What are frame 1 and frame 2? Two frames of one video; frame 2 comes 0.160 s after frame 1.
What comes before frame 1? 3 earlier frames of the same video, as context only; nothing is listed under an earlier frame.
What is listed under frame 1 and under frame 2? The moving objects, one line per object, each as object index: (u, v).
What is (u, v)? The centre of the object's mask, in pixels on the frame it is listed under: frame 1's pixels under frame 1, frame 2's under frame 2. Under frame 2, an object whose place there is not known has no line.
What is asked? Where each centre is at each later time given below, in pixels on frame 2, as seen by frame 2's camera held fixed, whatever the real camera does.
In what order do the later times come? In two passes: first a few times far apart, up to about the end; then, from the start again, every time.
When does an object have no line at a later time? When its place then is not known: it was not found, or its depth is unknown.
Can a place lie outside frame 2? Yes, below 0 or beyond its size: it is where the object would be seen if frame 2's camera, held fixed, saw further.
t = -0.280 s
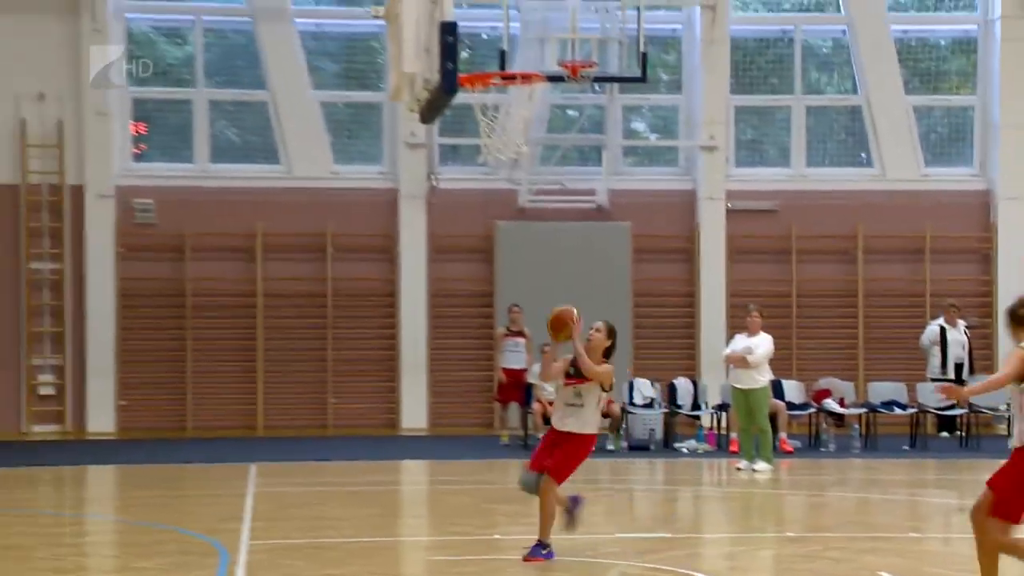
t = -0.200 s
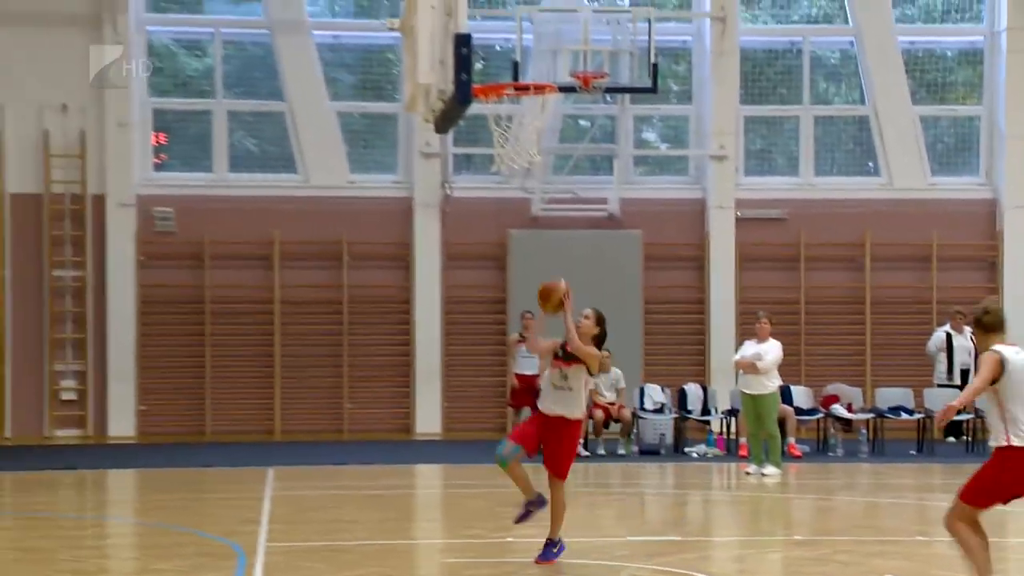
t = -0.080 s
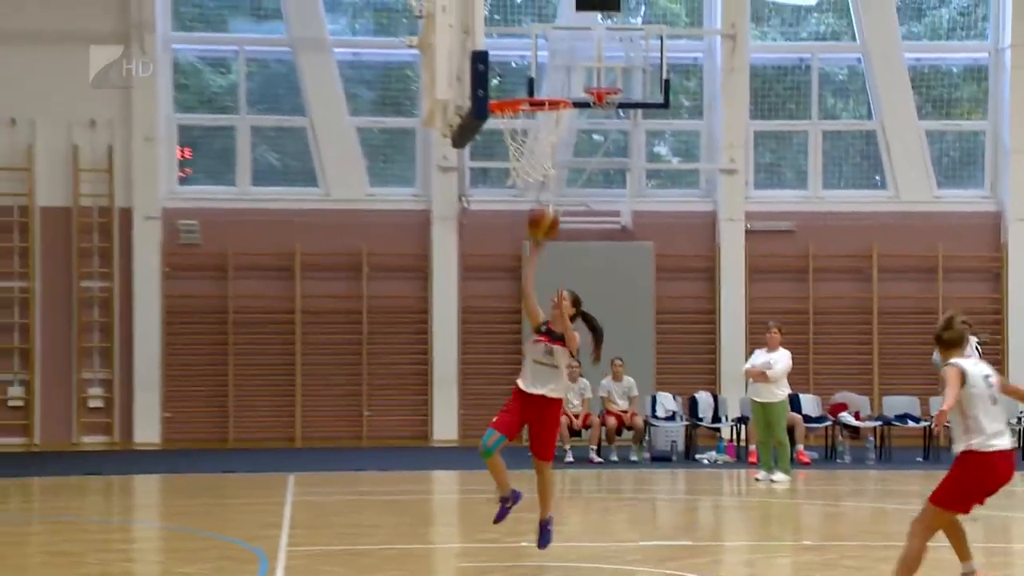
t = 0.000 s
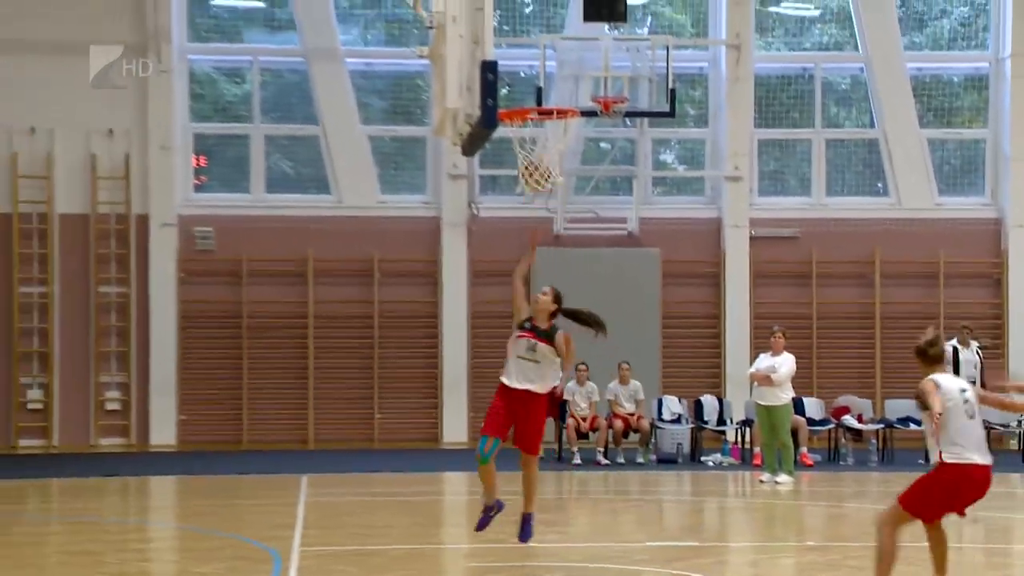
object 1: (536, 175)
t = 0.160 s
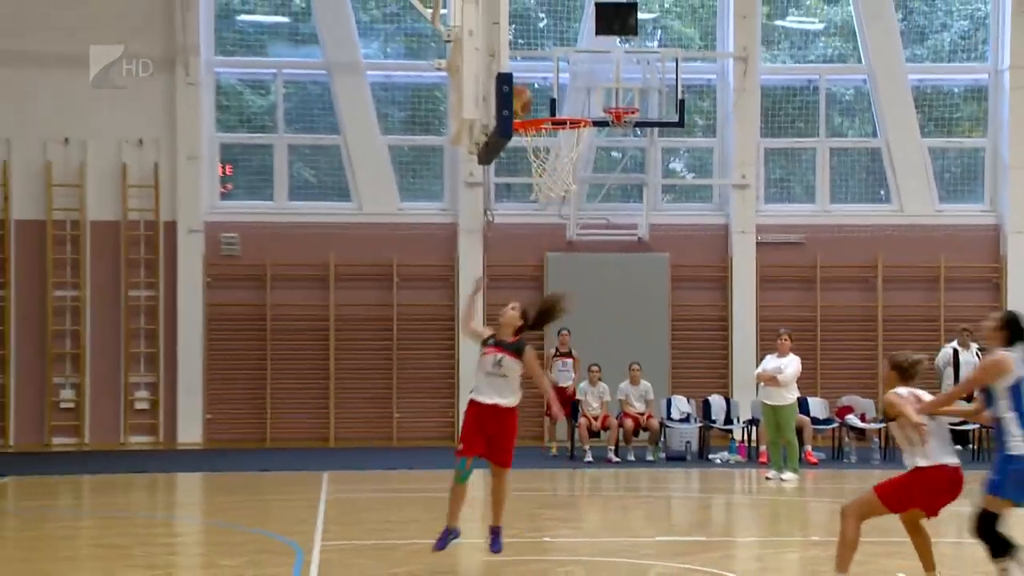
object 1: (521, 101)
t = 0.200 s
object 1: (519, 87)
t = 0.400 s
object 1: (539, 72)
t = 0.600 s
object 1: (566, 107)
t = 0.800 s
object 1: (545, 153)
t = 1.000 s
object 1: (550, 240)
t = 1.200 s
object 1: (555, 387)
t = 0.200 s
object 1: (519, 87)
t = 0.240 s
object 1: (521, 78)
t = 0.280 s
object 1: (523, 73)
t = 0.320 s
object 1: (528, 71)
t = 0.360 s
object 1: (533, 70)
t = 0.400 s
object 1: (539, 72)
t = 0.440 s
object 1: (545, 76)
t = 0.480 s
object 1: (551, 83)
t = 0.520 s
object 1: (557, 92)
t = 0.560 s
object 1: (564, 102)
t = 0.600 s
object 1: (566, 107)
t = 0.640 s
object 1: (558, 117)
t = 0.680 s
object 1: (552, 127)
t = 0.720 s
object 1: (545, 136)
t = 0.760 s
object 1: (545, 142)
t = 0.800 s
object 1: (545, 153)
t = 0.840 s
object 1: (545, 165)
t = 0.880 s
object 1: (546, 180)
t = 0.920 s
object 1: (548, 198)
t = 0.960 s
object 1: (549, 217)
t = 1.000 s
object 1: (550, 240)
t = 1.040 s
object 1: (551, 263)
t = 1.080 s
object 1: (553, 290)
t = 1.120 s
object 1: (553, 318)
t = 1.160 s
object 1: (551, 353)
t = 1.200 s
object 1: (555, 387)
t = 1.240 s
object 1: (556, 419)
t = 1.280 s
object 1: (556, 459)
